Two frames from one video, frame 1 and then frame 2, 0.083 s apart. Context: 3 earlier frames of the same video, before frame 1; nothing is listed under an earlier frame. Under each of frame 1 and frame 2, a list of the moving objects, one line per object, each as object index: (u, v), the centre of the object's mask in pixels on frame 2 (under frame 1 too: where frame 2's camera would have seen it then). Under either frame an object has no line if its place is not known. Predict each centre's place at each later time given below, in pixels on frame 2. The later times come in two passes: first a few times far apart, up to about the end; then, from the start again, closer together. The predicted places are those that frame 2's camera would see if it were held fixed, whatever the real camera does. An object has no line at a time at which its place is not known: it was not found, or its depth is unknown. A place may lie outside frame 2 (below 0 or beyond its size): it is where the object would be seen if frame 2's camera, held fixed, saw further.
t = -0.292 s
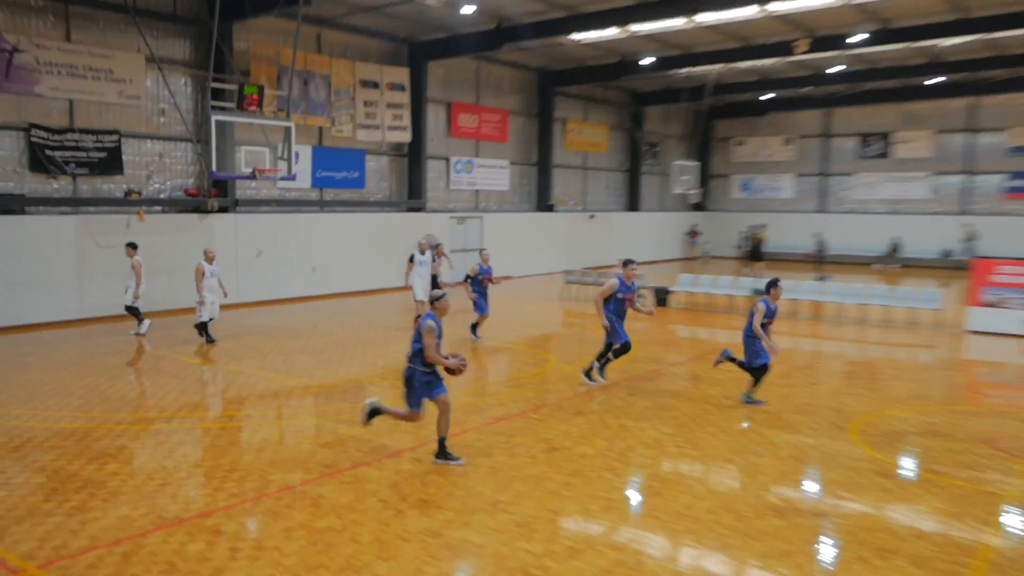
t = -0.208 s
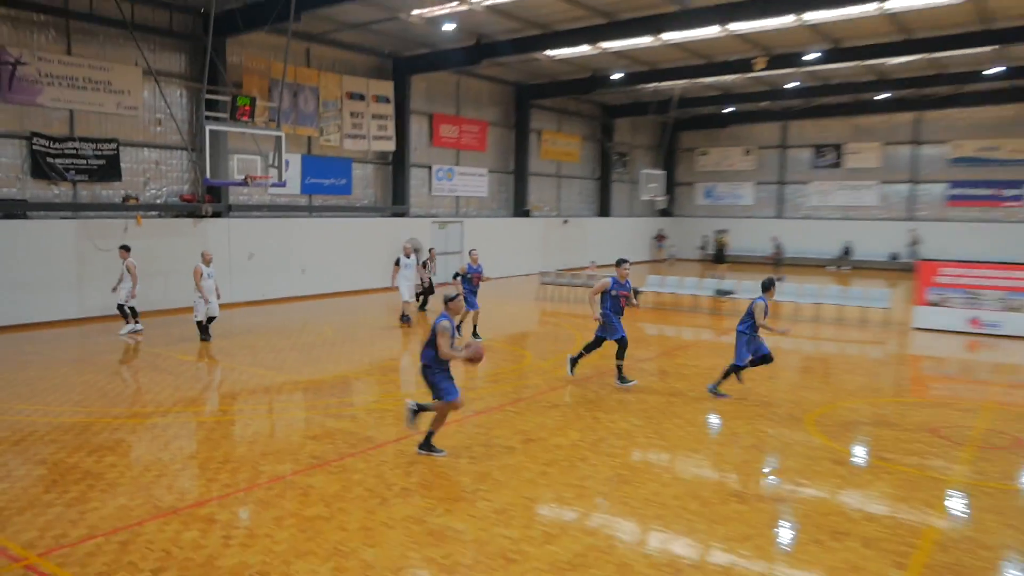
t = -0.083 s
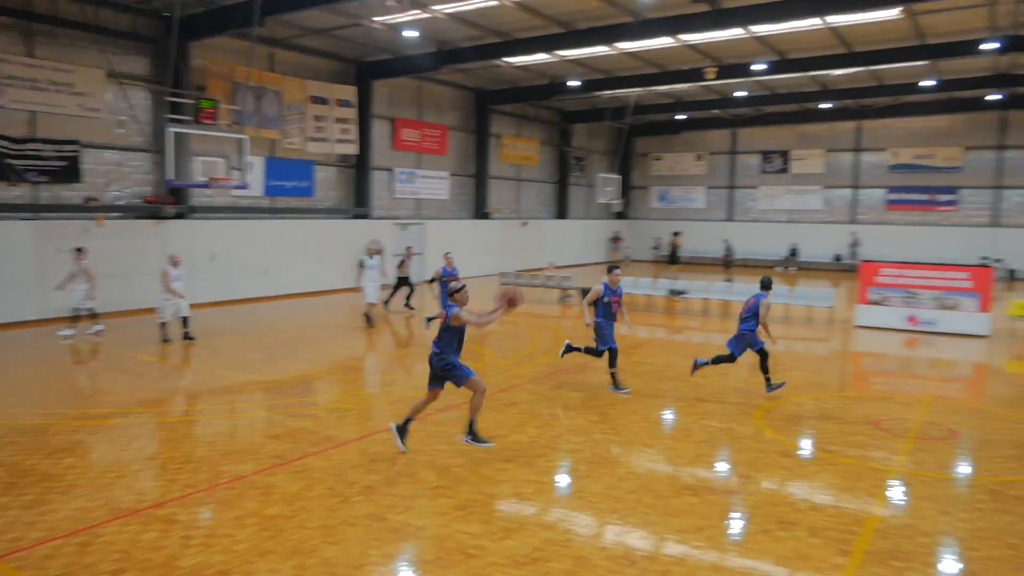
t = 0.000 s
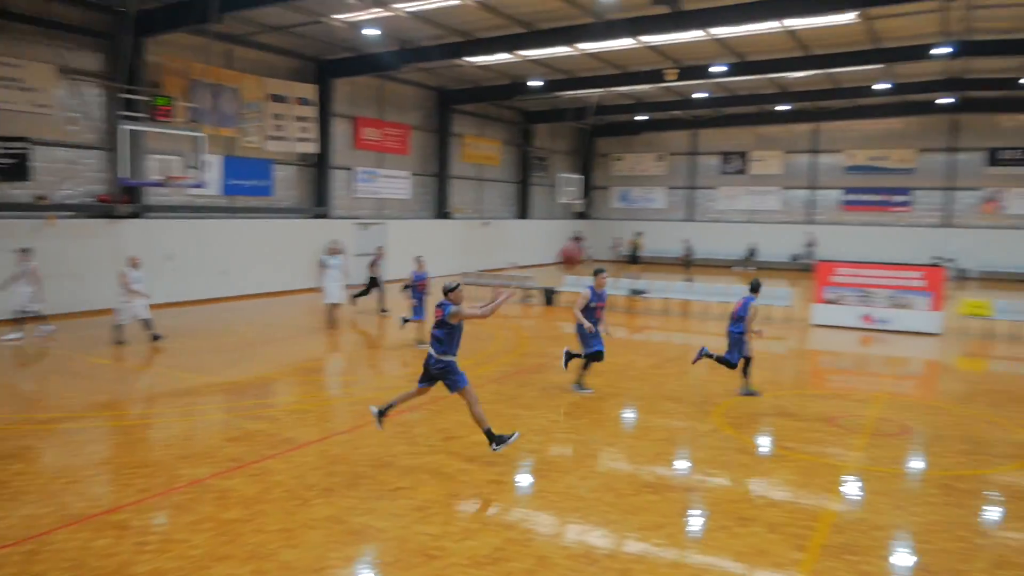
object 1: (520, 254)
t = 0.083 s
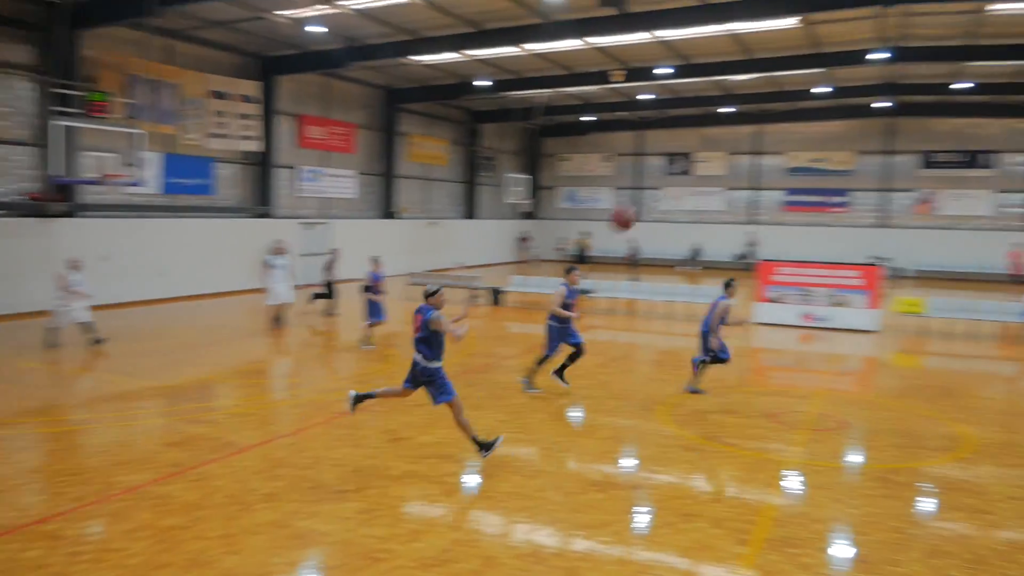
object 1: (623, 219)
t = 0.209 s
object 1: (781, 172)
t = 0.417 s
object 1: (1064, 121)
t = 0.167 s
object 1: (727, 187)
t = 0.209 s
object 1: (781, 172)
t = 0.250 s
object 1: (836, 158)
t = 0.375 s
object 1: (1006, 128)
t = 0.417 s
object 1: (1064, 121)
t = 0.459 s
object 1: (1122, 115)
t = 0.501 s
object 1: (1181, 111)
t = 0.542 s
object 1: (1241, 104)
